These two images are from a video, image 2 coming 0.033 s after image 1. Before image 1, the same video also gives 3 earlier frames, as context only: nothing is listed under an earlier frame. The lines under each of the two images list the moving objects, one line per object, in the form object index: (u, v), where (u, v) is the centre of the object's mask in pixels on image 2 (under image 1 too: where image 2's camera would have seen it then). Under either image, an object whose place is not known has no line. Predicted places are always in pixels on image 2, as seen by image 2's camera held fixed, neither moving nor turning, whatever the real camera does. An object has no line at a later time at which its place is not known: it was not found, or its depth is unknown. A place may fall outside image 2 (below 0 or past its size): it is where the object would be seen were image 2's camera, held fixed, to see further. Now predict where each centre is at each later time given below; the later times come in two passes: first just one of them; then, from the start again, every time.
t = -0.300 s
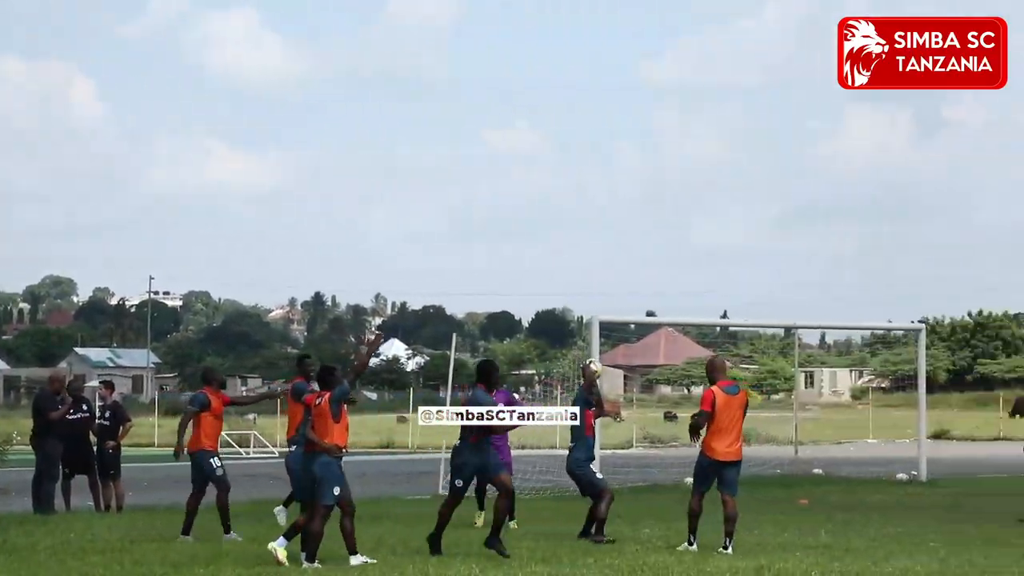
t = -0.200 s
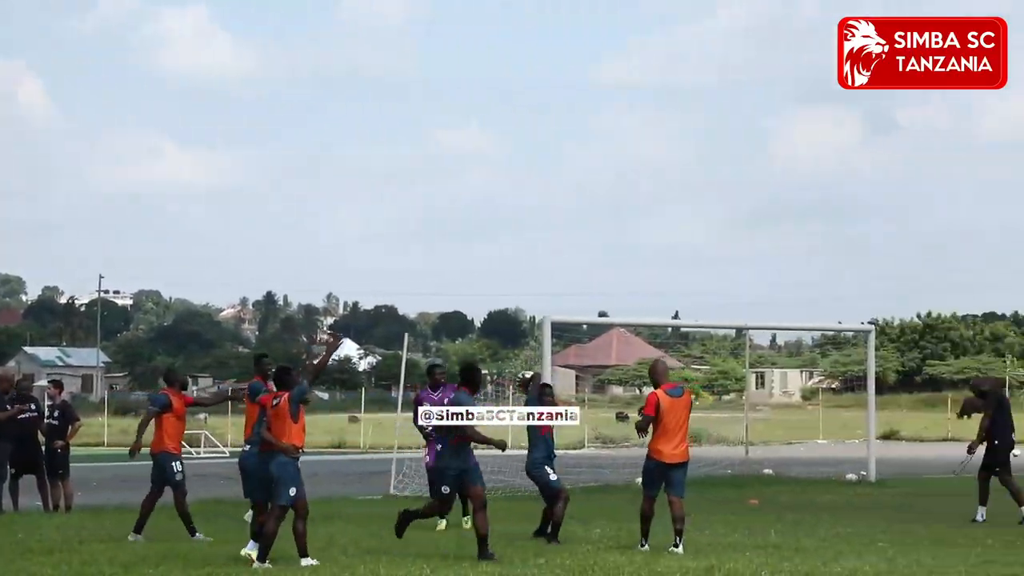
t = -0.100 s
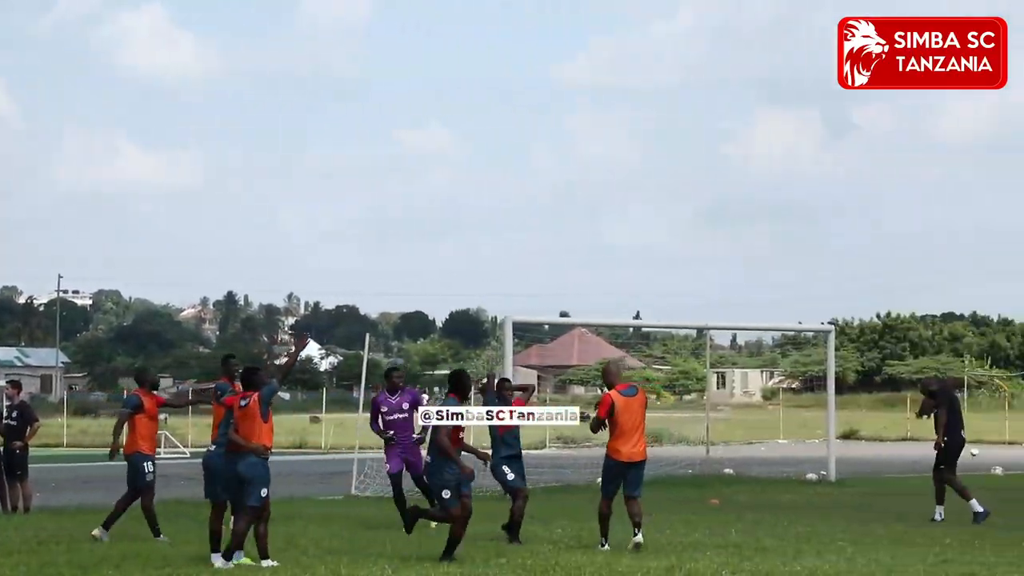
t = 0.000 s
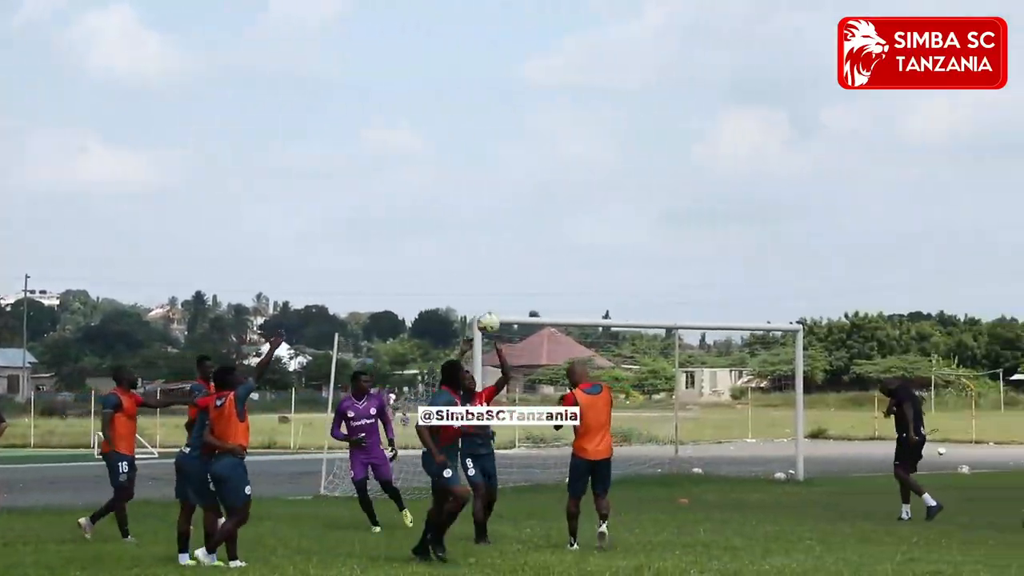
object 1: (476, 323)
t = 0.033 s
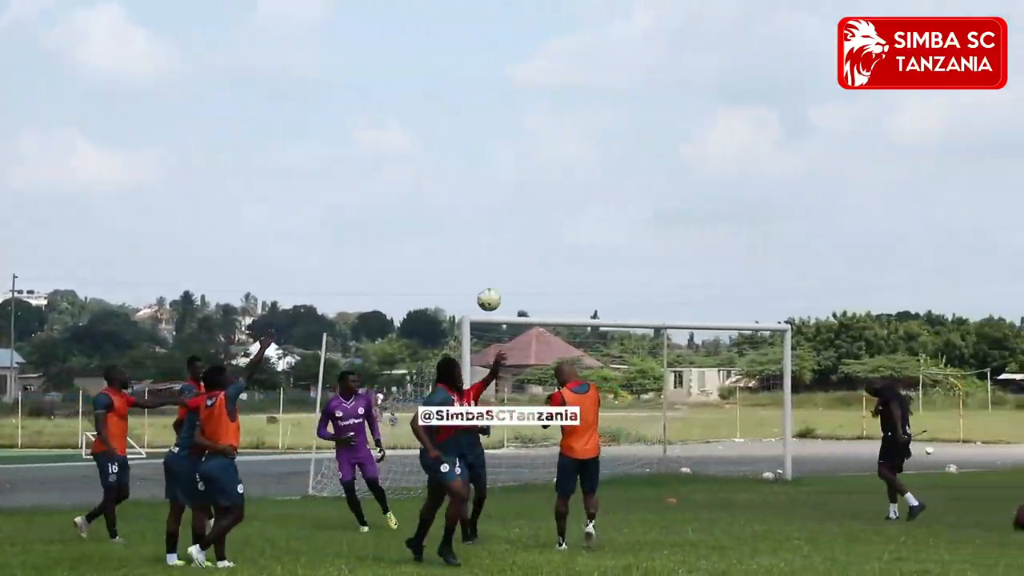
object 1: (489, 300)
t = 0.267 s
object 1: (586, 153)
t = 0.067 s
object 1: (501, 277)
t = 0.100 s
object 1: (514, 255)
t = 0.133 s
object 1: (527, 233)
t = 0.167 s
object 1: (541, 212)
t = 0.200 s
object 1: (556, 191)
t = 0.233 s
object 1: (570, 171)
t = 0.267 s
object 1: (586, 153)
